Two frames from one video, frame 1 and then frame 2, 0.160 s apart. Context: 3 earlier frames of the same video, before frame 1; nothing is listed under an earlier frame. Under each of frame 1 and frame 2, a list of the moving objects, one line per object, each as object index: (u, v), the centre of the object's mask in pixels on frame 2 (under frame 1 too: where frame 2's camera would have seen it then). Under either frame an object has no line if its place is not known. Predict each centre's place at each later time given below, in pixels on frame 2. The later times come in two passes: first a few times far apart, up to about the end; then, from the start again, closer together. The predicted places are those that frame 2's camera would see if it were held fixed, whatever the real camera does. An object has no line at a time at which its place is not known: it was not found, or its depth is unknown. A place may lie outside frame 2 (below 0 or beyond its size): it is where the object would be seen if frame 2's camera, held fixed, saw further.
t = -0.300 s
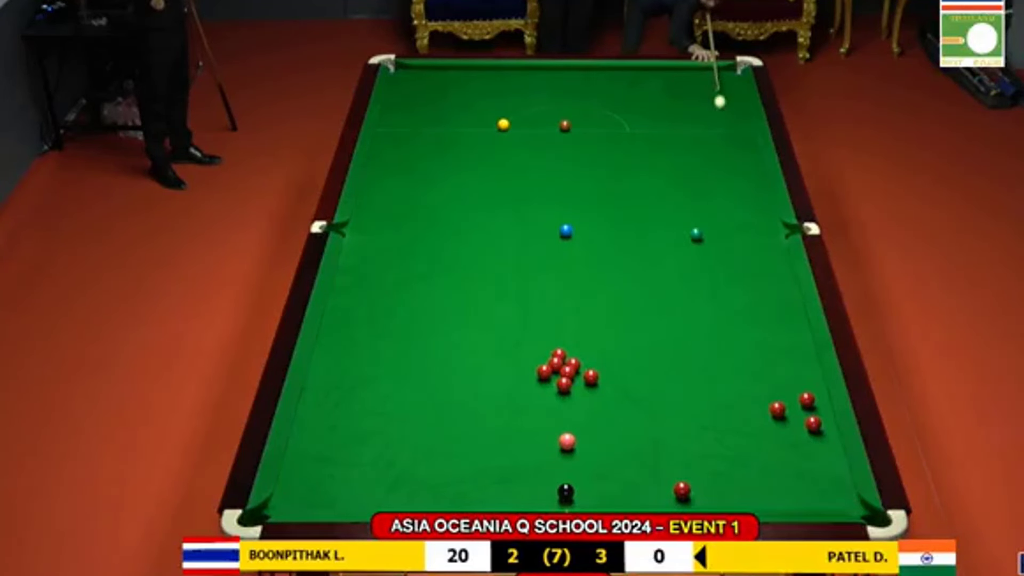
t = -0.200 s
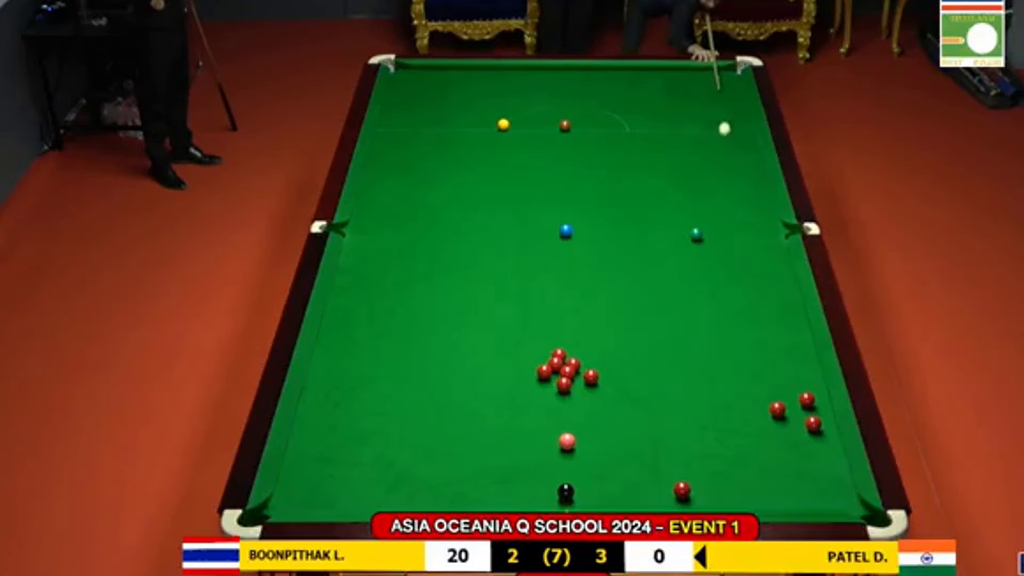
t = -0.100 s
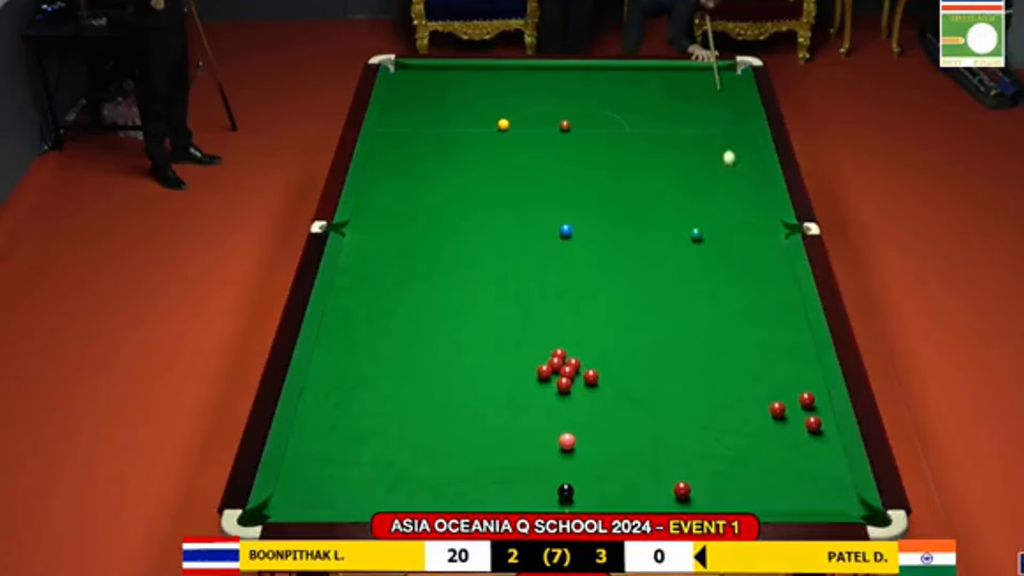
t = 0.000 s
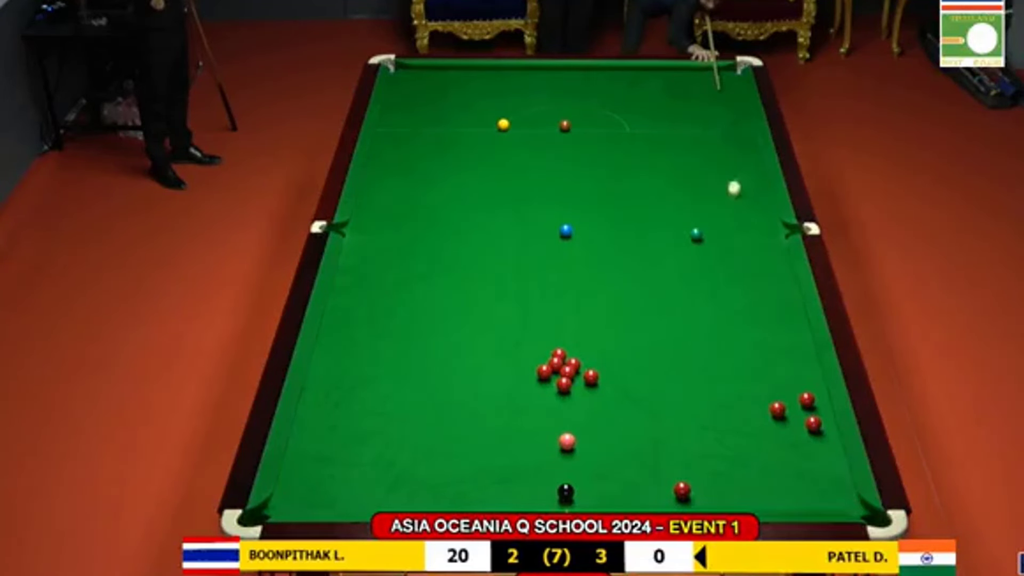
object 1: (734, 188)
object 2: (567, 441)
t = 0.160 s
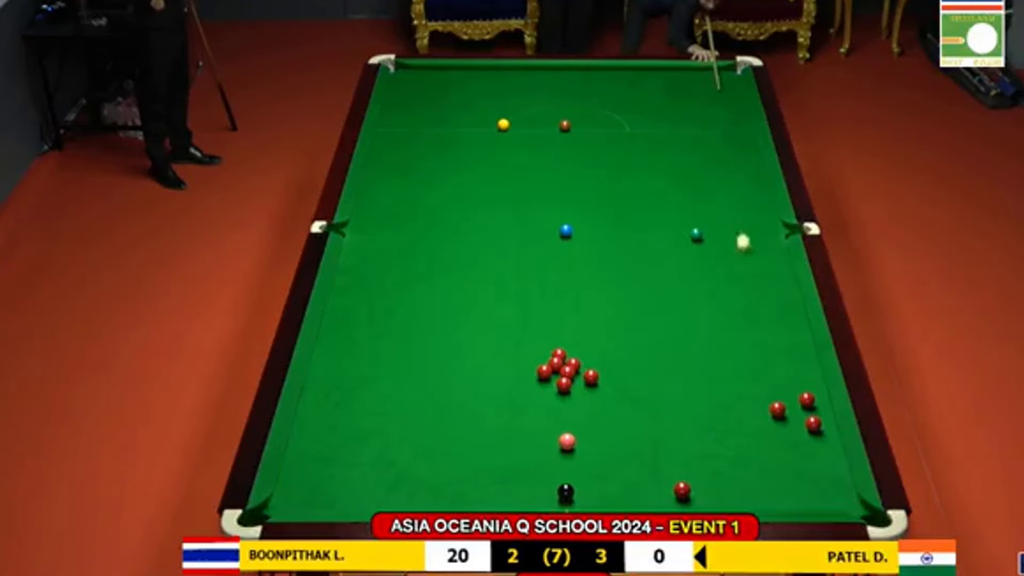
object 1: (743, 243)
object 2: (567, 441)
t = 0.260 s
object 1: (750, 282)
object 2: (567, 441)
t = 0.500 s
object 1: (768, 388)
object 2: (567, 441)
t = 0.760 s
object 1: (712, 430)
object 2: (567, 441)
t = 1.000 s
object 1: (662, 476)
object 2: (567, 441)
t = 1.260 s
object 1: (610, 488)
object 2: (567, 441)
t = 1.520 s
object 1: (567, 456)
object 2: (566, 439)
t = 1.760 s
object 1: (525, 441)
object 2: (571, 429)
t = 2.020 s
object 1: (482, 428)
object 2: (575, 416)
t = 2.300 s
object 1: (439, 415)
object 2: (578, 403)
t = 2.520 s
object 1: (407, 404)
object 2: (580, 395)
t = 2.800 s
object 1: (368, 393)
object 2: (583, 385)
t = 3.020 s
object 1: (340, 384)
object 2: (582, 382)
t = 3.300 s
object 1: (319, 374)
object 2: (581, 381)
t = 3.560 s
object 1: (341, 367)
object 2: (581, 381)
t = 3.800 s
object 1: (359, 360)
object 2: (581, 381)
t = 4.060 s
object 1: (378, 353)
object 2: (581, 381)
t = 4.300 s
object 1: (393, 348)
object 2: (580, 381)
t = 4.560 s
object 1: (408, 343)
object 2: (581, 381)
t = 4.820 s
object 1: (422, 339)
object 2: (581, 381)
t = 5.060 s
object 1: (433, 335)
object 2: (581, 381)
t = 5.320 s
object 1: (443, 332)
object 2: (581, 381)
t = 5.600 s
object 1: (453, 328)
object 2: (580, 381)
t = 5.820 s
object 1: (460, 326)
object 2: (581, 382)
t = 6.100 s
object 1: (466, 324)
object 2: (581, 382)
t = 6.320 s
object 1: (470, 323)
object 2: (581, 382)
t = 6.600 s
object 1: (473, 323)
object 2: (581, 382)
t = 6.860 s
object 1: (474, 322)
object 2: (581, 382)
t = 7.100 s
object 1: (475, 322)
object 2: (581, 382)
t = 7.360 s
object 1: (475, 322)
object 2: (581, 382)
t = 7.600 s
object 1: (475, 322)
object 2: (581, 382)
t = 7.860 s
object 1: (475, 322)
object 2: (581, 382)
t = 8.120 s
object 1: (475, 322)
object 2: (581, 382)
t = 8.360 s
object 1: (475, 322)
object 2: (581, 382)
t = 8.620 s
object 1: (475, 322)
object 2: (581, 382)
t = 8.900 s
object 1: (475, 322)
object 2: (581, 382)
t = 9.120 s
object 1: (475, 322)
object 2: (581, 382)
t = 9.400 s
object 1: (475, 322)
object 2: (581, 382)
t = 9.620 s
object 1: (475, 322)
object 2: (581, 382)
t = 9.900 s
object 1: (475, 322)
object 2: (581, 381)
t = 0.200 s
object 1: (746, 258)
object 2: (567, 441)
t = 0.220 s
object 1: (747, 265)
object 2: (567, 441)
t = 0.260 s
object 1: (750, 282)
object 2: (567, 441)
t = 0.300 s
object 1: (752, 298)
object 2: (567, 441)
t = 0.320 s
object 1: (754, 306)
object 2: (567, 441)
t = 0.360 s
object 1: (757, 323)
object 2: (567, 441)
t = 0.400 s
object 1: (760, 342)
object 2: (567, 441)
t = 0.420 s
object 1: (762, 351)
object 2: (567, 441)
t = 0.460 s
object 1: (765, 369)
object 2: (567, 441)
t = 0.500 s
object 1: (768, 388)
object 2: (567, 441)
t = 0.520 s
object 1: (769, 398)
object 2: (567, 441)
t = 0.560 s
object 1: (760, 405)
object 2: (567, 441)
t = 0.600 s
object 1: (750, 408)
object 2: (567, 441)
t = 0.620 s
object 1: (745, 411)
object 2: (567, 441)
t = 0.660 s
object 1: (735, 415)
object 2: (567, 441)
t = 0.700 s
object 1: (726, 421)
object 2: (567, 441)
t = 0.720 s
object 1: (721, 424)
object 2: (567, 441)
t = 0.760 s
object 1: (712, 430)
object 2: (567, 441)
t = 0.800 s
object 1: (704, 436)
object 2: (567, 441)
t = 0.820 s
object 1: (699, 440)
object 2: (567, 441)
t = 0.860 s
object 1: (691, 447)
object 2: (567, 441)
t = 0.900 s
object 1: (683, 455)
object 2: (567, 441)
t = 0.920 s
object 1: (679, 459)
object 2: (567, 441)
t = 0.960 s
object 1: (671, 467)
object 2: (567, 441)
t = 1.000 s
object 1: (662, 476)
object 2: (567, 441)
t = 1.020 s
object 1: (658, 480)
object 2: (567, 441)
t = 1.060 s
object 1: (650, 489)
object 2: (567, 441)
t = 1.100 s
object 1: (641, 497)
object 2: (567, 441)
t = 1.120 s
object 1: (636, 501)
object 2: (567, 441)
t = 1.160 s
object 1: (629, 504)
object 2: (567, 441)
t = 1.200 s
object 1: (621, 498)
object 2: (567, 441)
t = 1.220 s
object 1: (617, 495)
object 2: (567, 441)
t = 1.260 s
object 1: (610, 488)
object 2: (567, 441)
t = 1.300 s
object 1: (604, 482)
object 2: (567, 441)
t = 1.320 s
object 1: (601, 480)
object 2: (567, 441)
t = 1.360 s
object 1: (593, 475)
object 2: (567, 441)
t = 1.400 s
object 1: (587, 470)
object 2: (567, 441)
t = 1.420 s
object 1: (583, 467)
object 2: (567, 441)
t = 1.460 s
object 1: (577, 463)
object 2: (567, 441)
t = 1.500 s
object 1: (570, 458)
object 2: (566, 440)
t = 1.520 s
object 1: (567, 456)
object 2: (566, 439)
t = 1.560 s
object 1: (560, 452)
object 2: (568, 439)
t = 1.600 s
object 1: (553, 450)
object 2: (568, 438)
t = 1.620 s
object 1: (549, 449)
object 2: (568, 436)
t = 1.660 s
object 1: (542, 447)
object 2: (569, 434)
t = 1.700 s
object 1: (535, 445)
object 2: (570, 432)
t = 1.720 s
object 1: (532, 444)
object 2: (570, 431)
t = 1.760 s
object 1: (525, 441)
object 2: (571, 429)
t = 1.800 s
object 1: (518, 439)
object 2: (571, 426)
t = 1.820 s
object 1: (515, 438)
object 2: (572, 425)
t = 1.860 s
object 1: (508, 436)
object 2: (572, 423)
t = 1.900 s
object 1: (502, 434)
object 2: (573, 421)
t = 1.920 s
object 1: (498, 433)
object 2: (573, 420)
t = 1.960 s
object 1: (492, 431)
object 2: (574, 418)
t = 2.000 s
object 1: (485, 429)
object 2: (574, 416)
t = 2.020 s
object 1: (482, 428)
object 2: (575, 416)
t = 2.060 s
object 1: (476, 426)
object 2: (575, 414)
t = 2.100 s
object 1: (469, 424)
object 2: (575, 412)
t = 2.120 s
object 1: (466, 423)
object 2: (576, 411)
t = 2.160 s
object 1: (460, 421)
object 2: (577, 409)
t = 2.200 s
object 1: (454, 419)
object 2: (577, 408)
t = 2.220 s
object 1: (451, 418)
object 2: (577, 407)
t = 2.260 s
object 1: (445, 416)
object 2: (578, 405)
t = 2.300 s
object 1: (439, 415)
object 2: (578, 403)
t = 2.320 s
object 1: (436, 414)
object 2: (578, 402)
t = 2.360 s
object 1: (430, 412)
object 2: (579, 401)
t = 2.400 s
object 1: (424, 410)
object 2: (579, 399)
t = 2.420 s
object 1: (421, 409)
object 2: (579, 399)
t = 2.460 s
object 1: (415, 407)
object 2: (580, 397)
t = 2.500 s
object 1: (410, 405)
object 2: (580, 395)
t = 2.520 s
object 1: (407, 404)
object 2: (580, 395)
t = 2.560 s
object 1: (401, 403)
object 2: (581, 393)
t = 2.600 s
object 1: (396, 402)
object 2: (582, 392)
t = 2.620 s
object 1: (393, 401)
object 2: (582, 391)
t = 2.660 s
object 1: (387, 399)
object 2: (582, 390)
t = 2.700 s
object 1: (382, 397)
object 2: (582, 389)
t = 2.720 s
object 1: (379, 396)
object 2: (583, 388)
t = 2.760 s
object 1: (374, 395)
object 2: (583, 386)
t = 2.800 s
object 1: (368, 393)
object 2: (583, 385)
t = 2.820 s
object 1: (365, 392)
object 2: (583, 384)
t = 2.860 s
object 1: (360, 391)
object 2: (584, 384)
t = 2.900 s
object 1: (355, 389)
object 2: (583, 384)
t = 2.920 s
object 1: (352, 388)
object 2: (583, 384)
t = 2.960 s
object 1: (347, 386)
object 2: (583, 383)
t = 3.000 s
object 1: (342, 385)
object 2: (582, 383)
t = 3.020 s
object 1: (340, 384)
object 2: (582, 382)
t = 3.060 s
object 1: (335, 383)
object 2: (582, 382)
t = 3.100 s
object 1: (330, 381)
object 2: (582, 382)
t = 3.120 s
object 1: (327, 380)
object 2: (581, 382)
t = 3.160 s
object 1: (323, 379)
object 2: (581, 382)
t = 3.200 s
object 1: (318, 377)
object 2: (581, 382)
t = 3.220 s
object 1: (316, 376)
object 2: (581, 382)
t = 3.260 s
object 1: (315, 375)
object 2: (581, 381)
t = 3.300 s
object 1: (319, 374)
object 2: (581, 381)
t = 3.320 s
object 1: (320, 373)
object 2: (581, 381)
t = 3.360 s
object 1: (324, 373)
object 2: (581, 381)
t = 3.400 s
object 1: (327, 371)
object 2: (581, 381)
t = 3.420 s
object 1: (329, 370)
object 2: (581, 381)
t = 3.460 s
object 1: (332, 369)
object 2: (581, 381)
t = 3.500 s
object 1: (336, 368)
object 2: (581, 381)
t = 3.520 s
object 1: (337, 368)
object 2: (581, 381)
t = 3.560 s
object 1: (341, 367)
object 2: (581, 381)
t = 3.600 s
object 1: (344, 365)
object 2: (581, 381)
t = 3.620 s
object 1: (346, 365)
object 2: (581, 381)
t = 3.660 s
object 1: (349, 364)
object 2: (581, 381)
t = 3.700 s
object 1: (352, 363)
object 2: (581, 381)
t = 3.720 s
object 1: (353, 362)
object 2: (581, 381)
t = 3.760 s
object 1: (356, 361)
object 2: (581, 381)
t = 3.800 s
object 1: (359, 360)
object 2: (581, 381)
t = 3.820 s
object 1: (361, 359)
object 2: (581, 381)
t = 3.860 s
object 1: (364, 358)
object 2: (581, 381)
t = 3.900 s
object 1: (366, 357)
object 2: (581, 381)
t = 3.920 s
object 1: (368, 357)
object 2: (581, 381)
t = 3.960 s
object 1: (371, 356)
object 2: (581, 381)
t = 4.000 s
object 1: (374, 355)
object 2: (580, 381)
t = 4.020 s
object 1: (375, 354)
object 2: (581, 381)
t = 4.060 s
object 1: (378, 353)
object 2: (581, 381)
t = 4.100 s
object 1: (380, 353)
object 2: (581, 381)
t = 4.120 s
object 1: (382, 352)
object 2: (580, 381)
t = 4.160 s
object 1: (384, 351)
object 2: (581, 381)
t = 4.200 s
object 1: (387, 350)
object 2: (581, 381)
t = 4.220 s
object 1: (388, 350)
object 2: (580, 381)
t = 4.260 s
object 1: (390, 349)
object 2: (580, 381)
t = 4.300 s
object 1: (393, 348)
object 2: (580, 381)
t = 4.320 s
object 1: (394, 348)
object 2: (580, 381)
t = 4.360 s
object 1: (397, 347)
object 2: (580, 381)
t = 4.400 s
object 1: (399, 346)
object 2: (580, 381)
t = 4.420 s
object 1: (400, 346)
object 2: (580, 381)
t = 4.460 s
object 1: (402, 345)
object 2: (580, 381)
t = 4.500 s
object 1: (405, 344)
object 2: (580, 381)
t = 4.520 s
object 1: (406, 344)
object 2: (581, 381)
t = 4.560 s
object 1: (408, 343)
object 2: (581, 381)
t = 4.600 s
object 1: (410, 342)
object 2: (580, 381)
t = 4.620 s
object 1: (411, 342)
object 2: (581, 381)
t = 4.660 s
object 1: (413, 341)
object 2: (580, 381)
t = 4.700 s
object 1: (415, 340)
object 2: (581, 381)
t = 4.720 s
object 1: (416, 340)
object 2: (581, 381)
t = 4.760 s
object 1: (419, 339)
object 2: (581, 381)
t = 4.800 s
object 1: (421, 339)
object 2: (580, 381)
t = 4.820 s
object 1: (422, 339)
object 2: (581, 381)
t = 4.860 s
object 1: (424, 338)
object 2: (581, 381)
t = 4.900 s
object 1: (425, 337)
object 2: (581, 381)
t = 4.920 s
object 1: (426, 337)
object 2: (581, 381)
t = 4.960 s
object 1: (428, 336)
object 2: (581, 382)
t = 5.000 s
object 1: (430, 336)
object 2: (581, 381)
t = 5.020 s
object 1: (431, 336)
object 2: (581, 381)
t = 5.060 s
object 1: (433, 335)
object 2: (581, 381)
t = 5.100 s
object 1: (435, 334)
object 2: (581, 381)
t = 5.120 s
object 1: (435, 334)
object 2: (580, 381)
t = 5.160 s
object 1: (437, 334)
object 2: (580, 381)
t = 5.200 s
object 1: (439, 333)
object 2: (581, 381)
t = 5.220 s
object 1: (439, 333)
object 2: (580, 381)
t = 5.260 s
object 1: (441, 332)
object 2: (580, 381)
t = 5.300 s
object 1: (442, 332)
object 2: (581, 381)
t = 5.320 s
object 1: (443, 332)
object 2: (581, 381)
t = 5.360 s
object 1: (445, 331)
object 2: (580, 381)
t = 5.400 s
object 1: (446, 330)
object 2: (580, 381)
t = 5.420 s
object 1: (447, 330)
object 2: (580, 381)
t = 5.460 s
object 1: (448, 330)
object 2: (580, 381)
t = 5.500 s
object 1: (450, 329)
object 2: (580, 381)
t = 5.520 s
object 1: (450, 329)
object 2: (580, 381)
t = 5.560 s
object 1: (452, 329)
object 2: (580, 381)
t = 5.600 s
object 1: (453, 328)
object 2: (580, 381)
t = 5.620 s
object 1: (454, 328)
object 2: (580, 381)
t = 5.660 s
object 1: (455, 328)
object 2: (580, 381)
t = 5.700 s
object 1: (456, 327)
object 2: (581, 381)
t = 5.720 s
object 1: (457, 327)
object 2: (581, 382)
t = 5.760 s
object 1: (458, 327)
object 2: (581, 382)
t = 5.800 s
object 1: (459, 326)
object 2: (581, 382)
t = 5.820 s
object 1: (460, 326)
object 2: (581, 382)
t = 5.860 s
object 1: (461, 326)
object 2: (581, 382)
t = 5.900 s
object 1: (462, 325)
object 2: (581, 382)
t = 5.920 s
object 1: (462, 325)
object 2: (581, 382)
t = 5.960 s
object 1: (463, 325)
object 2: (581, 382)
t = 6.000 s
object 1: (464, 325)
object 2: (581, 382)
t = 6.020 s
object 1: (464, 324)
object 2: (581, 382)
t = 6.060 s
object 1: (465, 324)
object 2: (581, 382)
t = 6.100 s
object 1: (466, 324)
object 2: (581, 382)
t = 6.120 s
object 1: (467, 324)
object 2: (581, 382)
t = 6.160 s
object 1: (467, 324)
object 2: (581, 382)
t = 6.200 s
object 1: (468, 324)
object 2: (581, 382)
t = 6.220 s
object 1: (468, 323)
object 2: (581, 381)
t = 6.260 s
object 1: (469, 323)
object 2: (581, 382)
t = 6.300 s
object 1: (470, 323)
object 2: (581, 382)
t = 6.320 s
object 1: (470, 323)
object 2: (581, 382)
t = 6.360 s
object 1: (470, 323)
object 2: (581, 382)
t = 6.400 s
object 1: (471, 323)
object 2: (581, 381)
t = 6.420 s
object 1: (471, 323)
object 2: (581, 381)
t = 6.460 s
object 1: (472, 323)
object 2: (581, 381)
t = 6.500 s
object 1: (472, 323)
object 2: (581, 382)
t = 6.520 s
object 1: (472, 322)
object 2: (581, 382)
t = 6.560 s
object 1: (473, 323)
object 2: (581, 382)
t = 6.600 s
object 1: (473, 323)
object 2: (581, 382)
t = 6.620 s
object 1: (473, 322)
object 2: (581, 382)
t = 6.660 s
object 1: (473, 322)
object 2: (581, 382)
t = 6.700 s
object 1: (474, 322)
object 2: (581, 382)
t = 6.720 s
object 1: (474, 322)
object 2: (581, 382)
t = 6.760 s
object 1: (474, 322)
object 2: (581, 382)
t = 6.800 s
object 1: (474, 322)
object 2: (581, 382)
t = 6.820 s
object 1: (474, 322)
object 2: (581, 382)
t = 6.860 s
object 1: (474, 322)
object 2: (581, 382)
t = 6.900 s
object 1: (474, 322)
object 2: (581, 382)
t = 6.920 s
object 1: (475, 322)
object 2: (581, 382)
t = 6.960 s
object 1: (475, 322)
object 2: (581, 382)
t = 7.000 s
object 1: (475, 322)
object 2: (581, 382)
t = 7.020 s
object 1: (475, 322)
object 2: (581, 382)
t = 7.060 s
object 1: (475, 322)
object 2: (581, 382)
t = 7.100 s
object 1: (475, 322)
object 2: (581, 382)
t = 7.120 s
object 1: (475, 322)
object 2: (581, 382)
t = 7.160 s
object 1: (475, 322)
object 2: (581, 382)
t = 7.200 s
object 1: (475, 322)
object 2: (581, 382)
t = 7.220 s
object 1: (475, 322)
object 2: (581, 382)
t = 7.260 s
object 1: (475, 322)
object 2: (581, 382)
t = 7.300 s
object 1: (475, 322)
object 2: (581, 382)
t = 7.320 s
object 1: (475, 322)
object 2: (581, 382)
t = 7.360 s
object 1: (475, 322)
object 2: (581, 382)
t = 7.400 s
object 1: (475, 322)
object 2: (581, 382)
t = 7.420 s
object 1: (475, 322)
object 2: (581, 382)
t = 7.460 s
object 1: (475, 322)
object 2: (581, 382)
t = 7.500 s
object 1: (475, 322)
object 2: (581, 382)
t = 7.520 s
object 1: (475, 322)
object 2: (581, 382)
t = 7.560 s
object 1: (475, 322)
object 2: (581, 382)
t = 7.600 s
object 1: (475, 322)
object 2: (581, 382)
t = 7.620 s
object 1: (475, 322)
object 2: (581, 382)
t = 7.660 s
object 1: (475, 322)
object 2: (581, 382)
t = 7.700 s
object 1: (475, 322)
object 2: (581, 382)
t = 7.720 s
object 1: (475, 322)
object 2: (581, 382)
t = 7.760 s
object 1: (475, 322)
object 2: (581, 382)
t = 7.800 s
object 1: (475, 322)
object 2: (581, 382)
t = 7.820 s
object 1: (475, 322)
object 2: (581, 382)
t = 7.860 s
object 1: (475, 322)
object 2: (581, 382)
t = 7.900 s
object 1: (475, 322)
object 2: (581, 382)
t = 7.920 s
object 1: (475, 322)
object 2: (581, 382)
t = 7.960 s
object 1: (475, 322)
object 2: (581, 382)
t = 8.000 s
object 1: (475, 322)
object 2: (581, 382)
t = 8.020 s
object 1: (475, 322)
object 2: (581, 382)
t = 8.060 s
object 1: (475, 322)
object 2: (581, 382)
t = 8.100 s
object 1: (475, 322)
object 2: (581, 382)
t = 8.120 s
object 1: (475, 322)
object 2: (581, 382)
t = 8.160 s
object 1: (475, 322)
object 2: (581, 382)
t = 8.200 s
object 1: (475, 322)
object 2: (581, 382)
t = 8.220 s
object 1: (475, 322)
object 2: (581, 382)
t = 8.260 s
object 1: (475, 322)
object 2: (581, 382)
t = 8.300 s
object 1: (475, 322)
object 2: (581, 382)
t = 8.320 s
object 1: (475, 322)
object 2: (581, 382)
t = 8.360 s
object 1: (475, 322)
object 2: (581, 382)
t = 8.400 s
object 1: (475, 322)
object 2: (581, 382)
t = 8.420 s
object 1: (475, 322)
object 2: (581, 382)
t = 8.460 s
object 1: (475, 322)
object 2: (581, 382)
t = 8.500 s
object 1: (475, 322)
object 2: (581, 382)
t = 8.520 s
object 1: (475, 322)
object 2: (581, 382)
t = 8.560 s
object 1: (475, 322)
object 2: (581, 382)
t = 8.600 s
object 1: (475, 322)
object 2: (581, 382)
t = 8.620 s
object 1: (475, 322)
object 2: (581, 382)
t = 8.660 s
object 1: (475, 322)
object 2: (581, 382)
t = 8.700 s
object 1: (475, 322)
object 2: (581, 382)
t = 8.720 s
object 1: (475, 322)
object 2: (581, 382)
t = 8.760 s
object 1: (475, 322)
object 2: (581, 382)
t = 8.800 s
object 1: (475, 322)
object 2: (581, 382)
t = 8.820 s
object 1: (475, 322)
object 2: (581, 382)
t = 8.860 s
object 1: (475, 322)
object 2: (581, 382)
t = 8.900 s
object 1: (475, 322)
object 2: (581, 382)
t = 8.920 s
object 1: (475, 322)
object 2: (581, 382)
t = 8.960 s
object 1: (475, 322)
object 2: (581, 382)
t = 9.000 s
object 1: (475, 322)
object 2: (581, 382)
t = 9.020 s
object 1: (475, 322)
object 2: (581, 382)
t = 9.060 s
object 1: (475, 322)
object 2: (581, 382)
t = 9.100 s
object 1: (475, 322)
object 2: (581, 382)
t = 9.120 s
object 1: (475, 322)
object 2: (581, 382)
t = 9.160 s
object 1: (475, 322)
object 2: (581, 382)
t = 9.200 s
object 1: (475, 322)
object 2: (581, 382)
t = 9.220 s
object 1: (475, 322)
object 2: (581, 382)
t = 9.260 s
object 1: (475, 322)
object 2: (581, 382)
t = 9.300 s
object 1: (475, 322)
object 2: (581, 382)
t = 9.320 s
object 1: (475, 322)
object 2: (581, 382)
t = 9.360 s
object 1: (475, 322)
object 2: (581, 382)
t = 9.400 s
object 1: (475, 322)
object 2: (581, 382)
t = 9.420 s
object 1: (475, 322)
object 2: (581, 382)
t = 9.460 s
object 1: (475, 322)
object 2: (581, 382)
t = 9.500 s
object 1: (475, 322)
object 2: (581, 382)
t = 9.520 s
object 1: (475, 322)
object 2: (581, 382)
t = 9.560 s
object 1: (475, 322)
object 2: (581, 382)
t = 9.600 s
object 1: (475, 322)
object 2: (581, 382)
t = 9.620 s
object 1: (475, 322)
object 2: (581, 382)
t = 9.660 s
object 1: (475, 322)
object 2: (581, 382)
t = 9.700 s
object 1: (475, 322)
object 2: (581, 381)
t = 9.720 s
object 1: (475, 322)
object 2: (581, 382)
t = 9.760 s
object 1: (475, 322)
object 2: (581, 381)
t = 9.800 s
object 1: (475, 322)
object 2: (581, 381)
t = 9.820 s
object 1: (475, 322)
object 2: (581, 381)
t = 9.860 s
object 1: (475, 322)
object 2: (581, 382)
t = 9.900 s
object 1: (475, 322)
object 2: (581, 381)
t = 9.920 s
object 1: (475, 322)
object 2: (581, 382)
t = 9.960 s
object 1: (475, 322)
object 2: (581, 381)
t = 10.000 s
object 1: (475, 322)
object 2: (581, 381)
